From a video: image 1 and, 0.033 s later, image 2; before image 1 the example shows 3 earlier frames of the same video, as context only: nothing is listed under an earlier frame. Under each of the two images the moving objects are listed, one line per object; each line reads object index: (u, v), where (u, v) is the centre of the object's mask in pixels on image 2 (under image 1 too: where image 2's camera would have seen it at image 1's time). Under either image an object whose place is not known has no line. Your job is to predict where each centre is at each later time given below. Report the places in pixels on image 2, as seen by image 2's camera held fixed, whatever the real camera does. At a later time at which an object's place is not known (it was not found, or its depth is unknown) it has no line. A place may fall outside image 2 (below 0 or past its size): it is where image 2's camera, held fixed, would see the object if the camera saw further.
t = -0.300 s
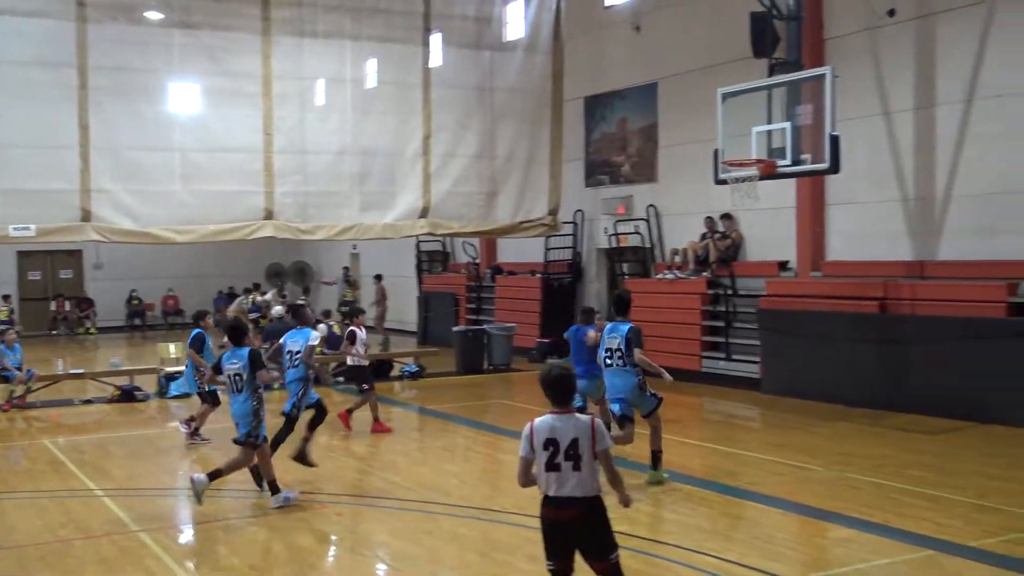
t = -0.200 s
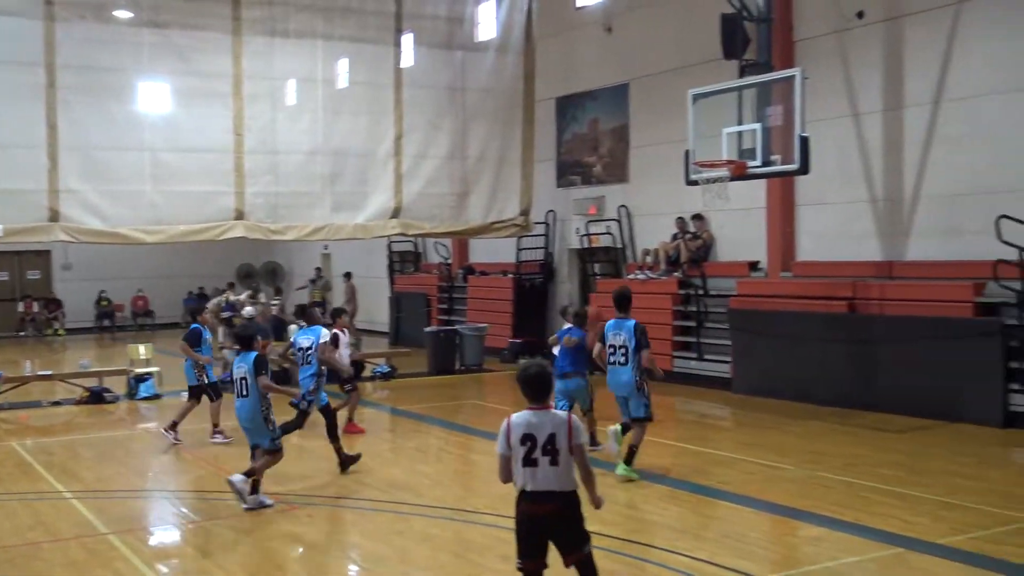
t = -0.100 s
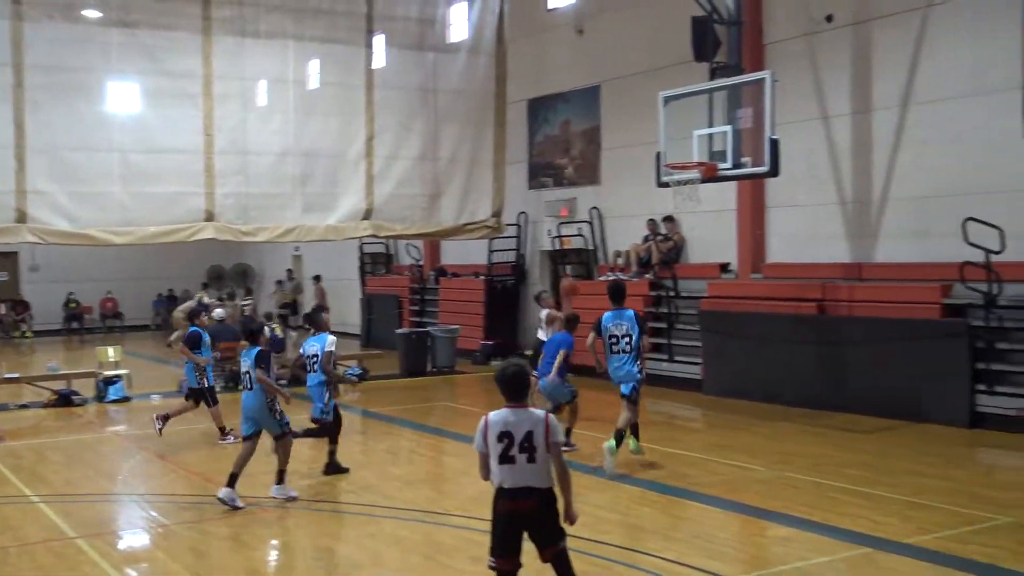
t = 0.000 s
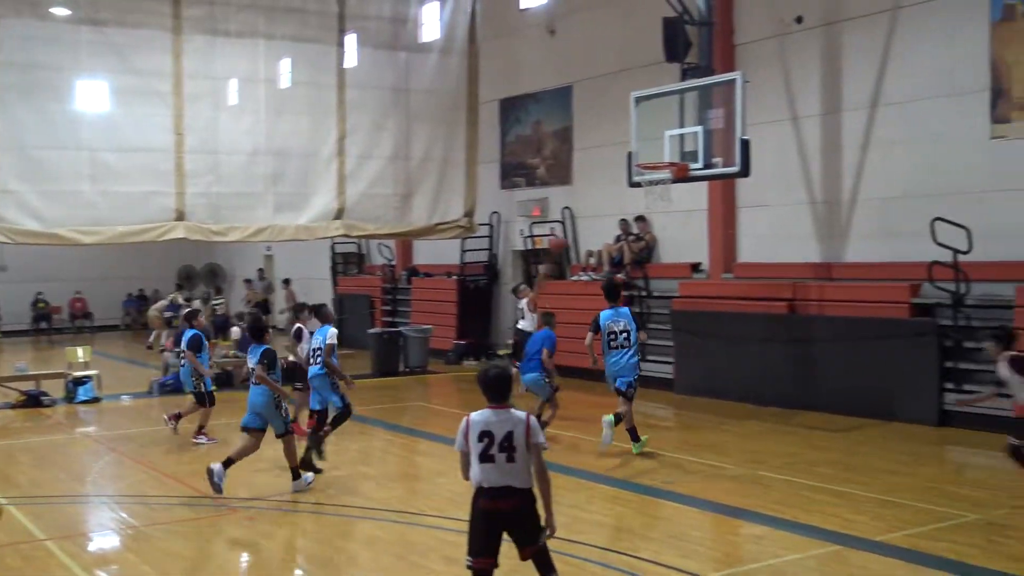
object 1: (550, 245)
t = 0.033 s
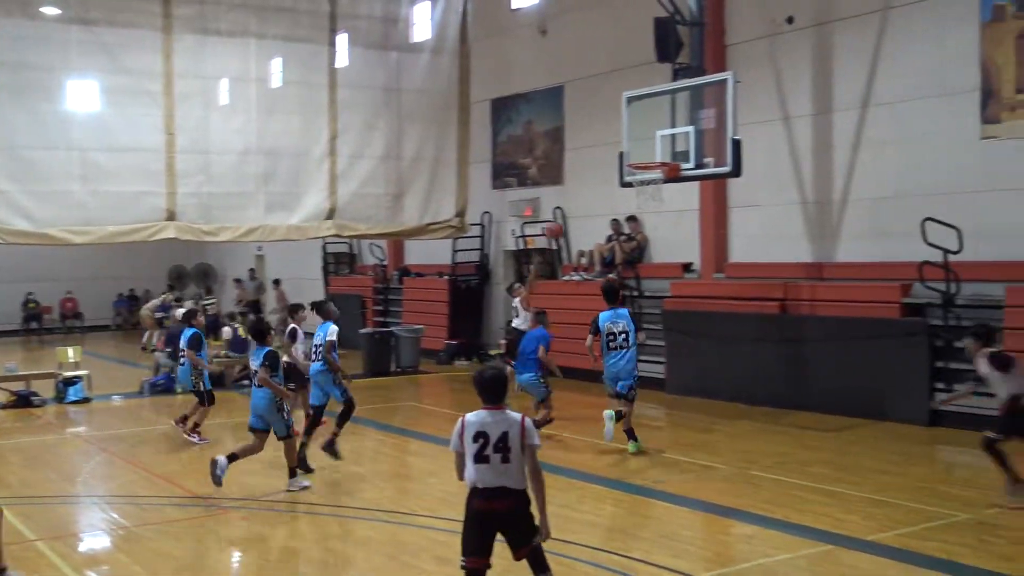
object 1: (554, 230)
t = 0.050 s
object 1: (558, 223)
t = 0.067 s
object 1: (562, 217)
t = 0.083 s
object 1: (564, 212)
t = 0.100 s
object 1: (568, 205)
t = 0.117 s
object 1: (570, 199)
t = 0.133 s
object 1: (573, 194)
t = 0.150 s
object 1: (576, 189)
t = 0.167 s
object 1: (579, 183)
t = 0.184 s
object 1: (582, 179)
